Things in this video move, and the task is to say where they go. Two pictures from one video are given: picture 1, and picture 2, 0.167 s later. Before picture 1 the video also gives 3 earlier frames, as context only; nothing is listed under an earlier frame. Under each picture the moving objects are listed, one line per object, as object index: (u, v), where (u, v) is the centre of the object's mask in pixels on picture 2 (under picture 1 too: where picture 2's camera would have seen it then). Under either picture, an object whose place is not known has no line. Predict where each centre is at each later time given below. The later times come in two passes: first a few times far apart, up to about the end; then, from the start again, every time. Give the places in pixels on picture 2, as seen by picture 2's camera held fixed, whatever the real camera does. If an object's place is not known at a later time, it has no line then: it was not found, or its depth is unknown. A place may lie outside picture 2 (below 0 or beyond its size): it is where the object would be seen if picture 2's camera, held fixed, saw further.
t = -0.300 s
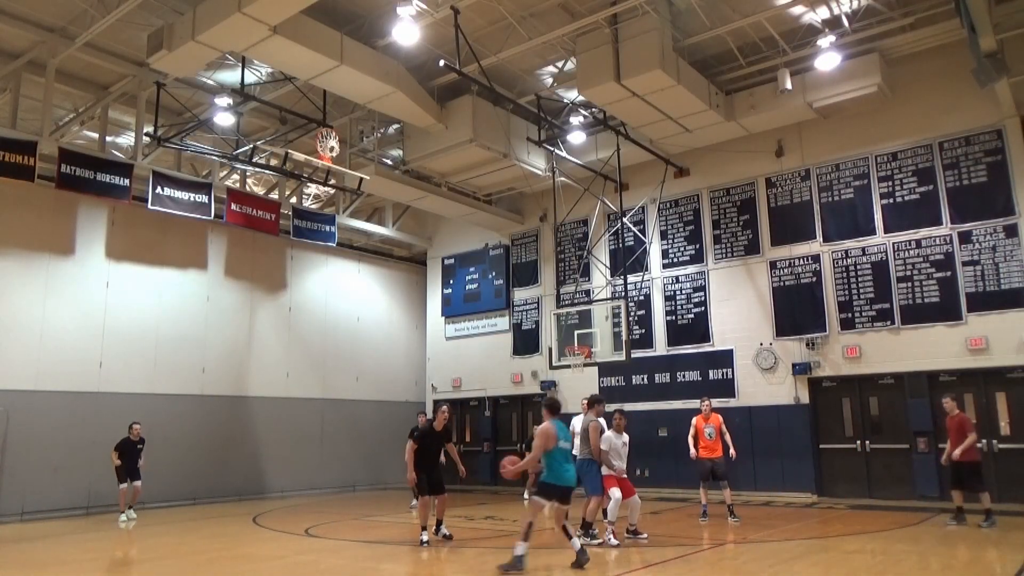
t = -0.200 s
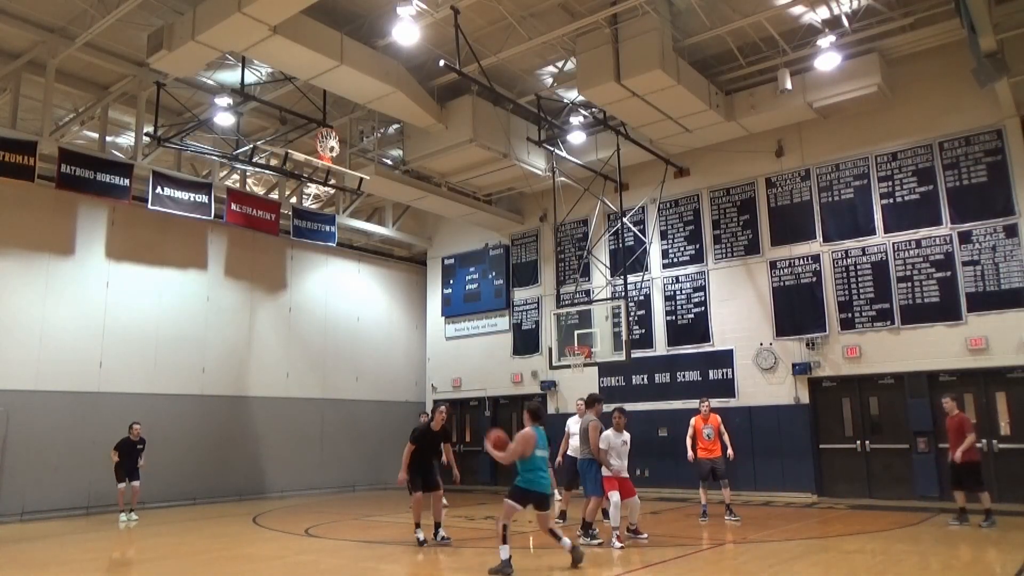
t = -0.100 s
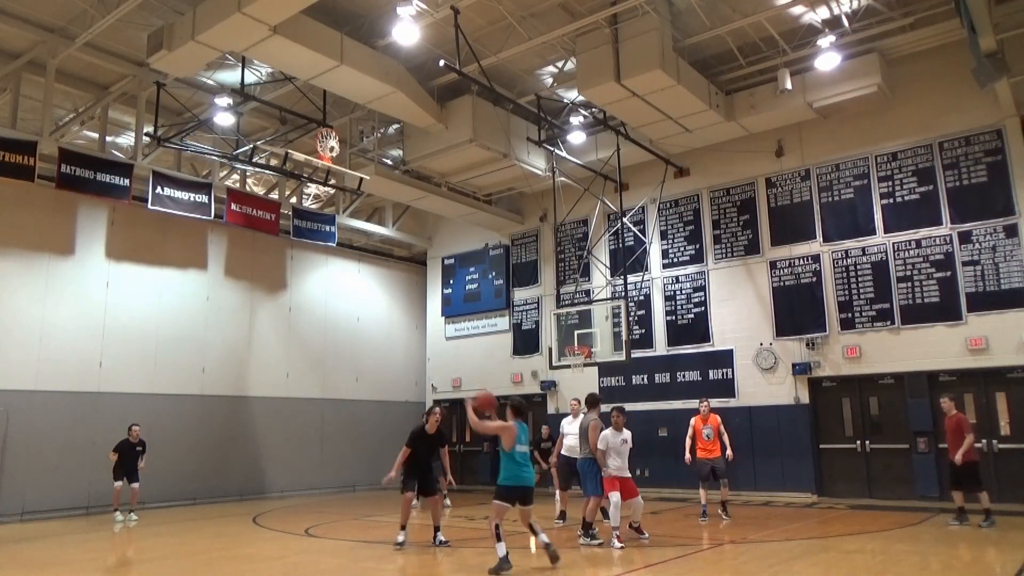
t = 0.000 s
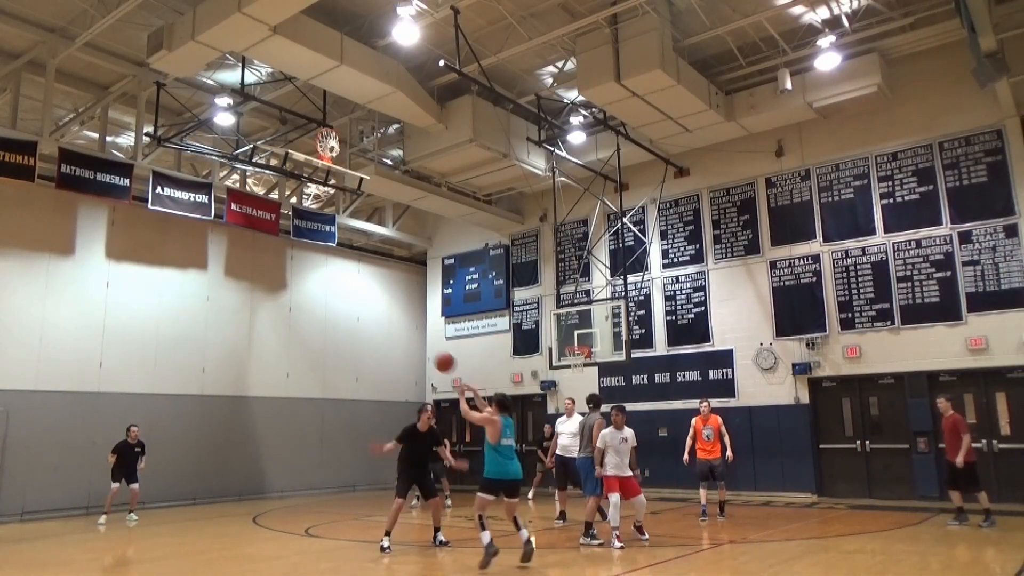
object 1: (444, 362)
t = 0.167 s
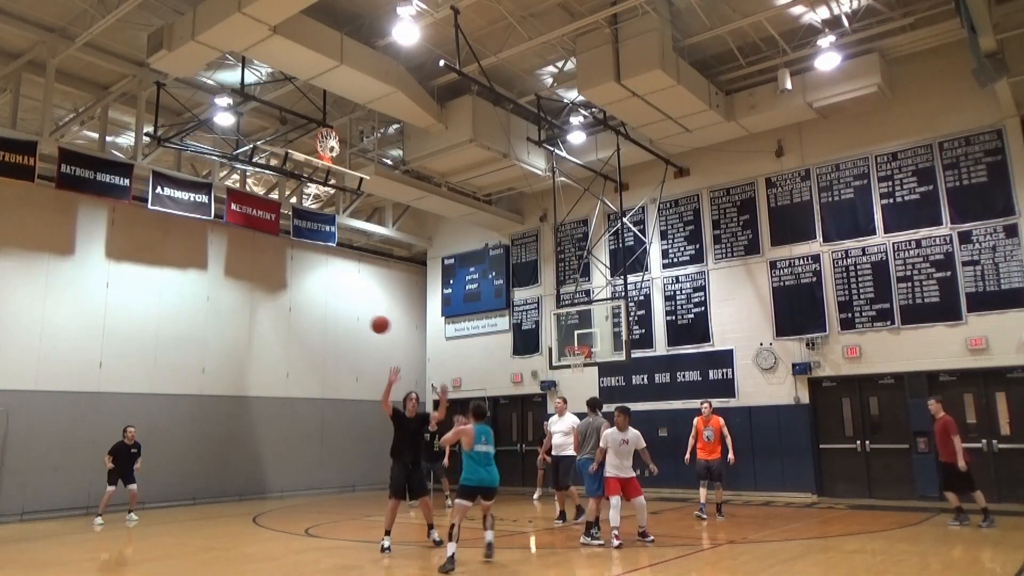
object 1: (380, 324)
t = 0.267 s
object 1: (347, 315)
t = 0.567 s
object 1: (266, 328)
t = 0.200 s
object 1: (368, 320)
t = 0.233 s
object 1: (358, 317)
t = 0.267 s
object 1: (347, 315)
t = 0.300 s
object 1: (337, 313)
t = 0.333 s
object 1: (328, 312)
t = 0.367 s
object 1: (318, 313)
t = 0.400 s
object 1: (309, 313)
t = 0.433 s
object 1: (300, 315)
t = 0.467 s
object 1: (291, 317)
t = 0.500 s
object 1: (282, 320)
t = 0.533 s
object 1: (274, 323)
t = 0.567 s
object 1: (266, 328)
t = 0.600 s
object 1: (257, 332)
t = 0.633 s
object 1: (250, 338)
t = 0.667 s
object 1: (242, 343)
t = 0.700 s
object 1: (234, 350)
